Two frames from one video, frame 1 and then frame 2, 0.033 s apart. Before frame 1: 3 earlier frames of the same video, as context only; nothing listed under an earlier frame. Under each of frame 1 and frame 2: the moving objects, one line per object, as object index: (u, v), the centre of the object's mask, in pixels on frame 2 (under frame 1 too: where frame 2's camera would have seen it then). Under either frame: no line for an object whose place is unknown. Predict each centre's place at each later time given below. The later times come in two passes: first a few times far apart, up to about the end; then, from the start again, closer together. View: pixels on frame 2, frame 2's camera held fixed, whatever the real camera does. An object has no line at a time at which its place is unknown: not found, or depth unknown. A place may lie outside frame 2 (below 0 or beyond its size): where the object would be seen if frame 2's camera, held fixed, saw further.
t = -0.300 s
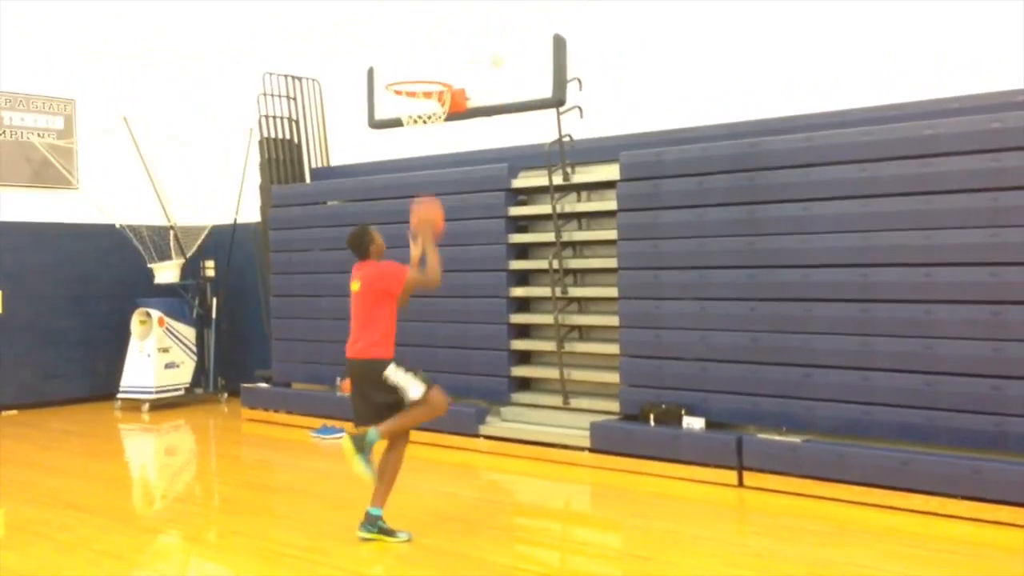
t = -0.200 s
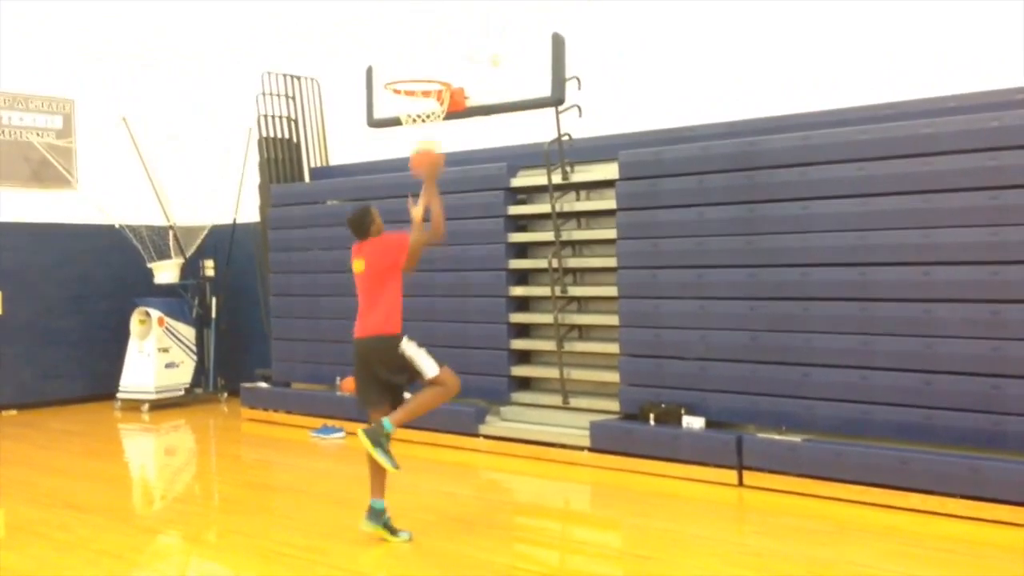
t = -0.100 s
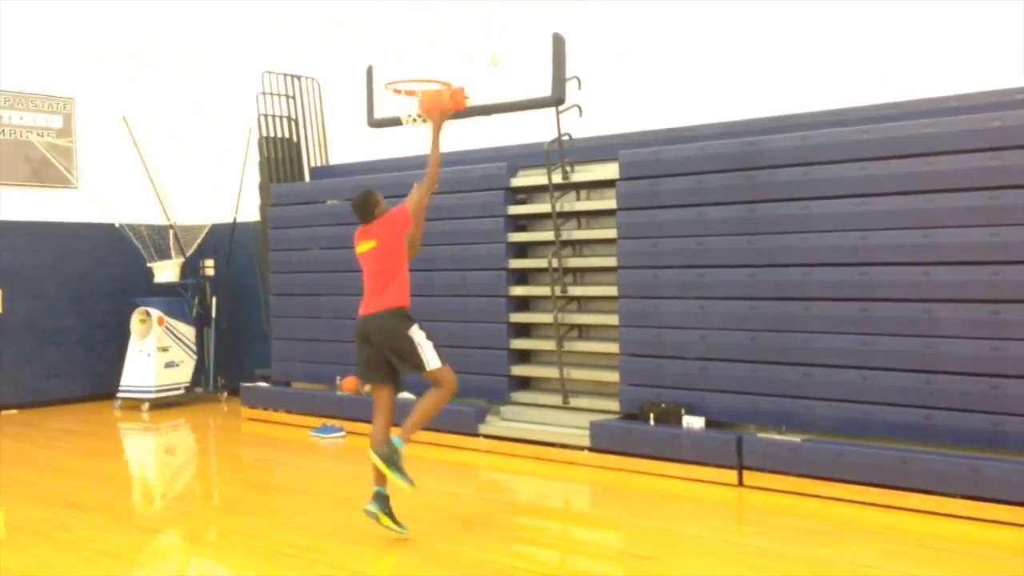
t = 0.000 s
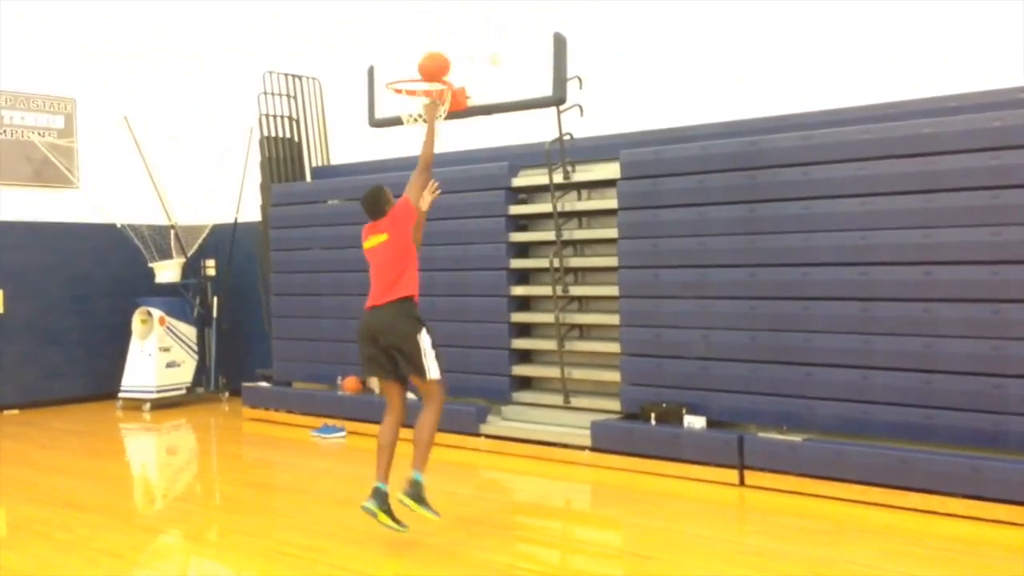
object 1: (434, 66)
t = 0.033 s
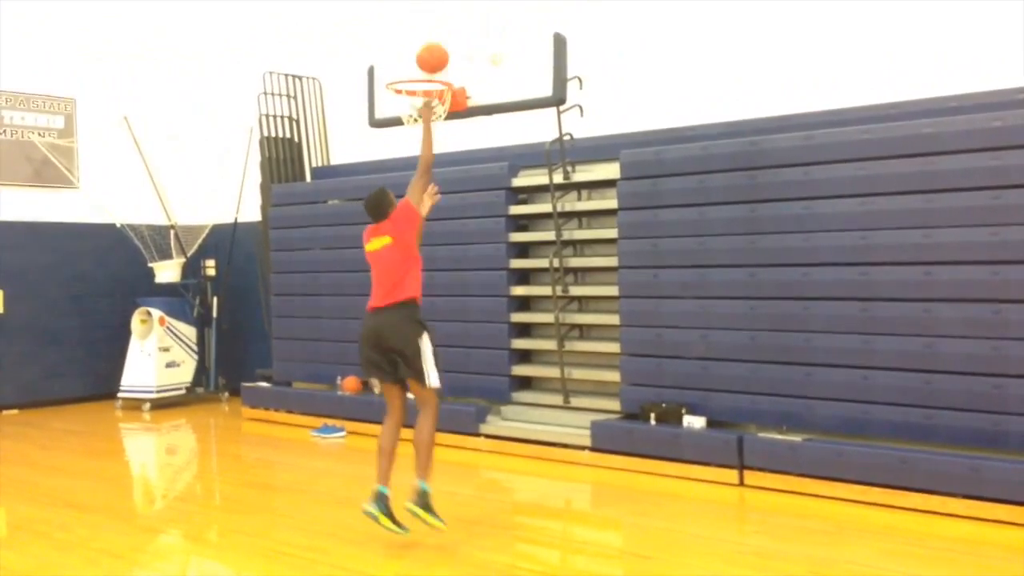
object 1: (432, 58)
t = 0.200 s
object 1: (424, 41)
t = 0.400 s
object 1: (416, 71)
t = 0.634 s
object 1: (424, 47)
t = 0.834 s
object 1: (430, 61)
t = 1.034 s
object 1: (419, 61)
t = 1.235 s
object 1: (408, 115)
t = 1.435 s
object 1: (410, 190)
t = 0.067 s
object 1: (430, 51)
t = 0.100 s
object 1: (428, 45)
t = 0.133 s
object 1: (427, 42)
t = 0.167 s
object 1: (425, 41)
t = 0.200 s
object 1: (424, 41)
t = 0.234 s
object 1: (423, 42)
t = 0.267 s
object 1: (421, 45)
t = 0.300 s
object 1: (419, 49)
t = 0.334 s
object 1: (418, 56)
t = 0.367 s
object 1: (417, 62)
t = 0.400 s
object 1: (416, 71)
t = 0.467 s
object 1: (417, 64)
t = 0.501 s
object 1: (419, 58)
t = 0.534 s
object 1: (420, 53)
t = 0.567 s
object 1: (422, 50)
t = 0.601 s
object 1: (423, 48)
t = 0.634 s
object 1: (424, 47)
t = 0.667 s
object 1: (426, 49)
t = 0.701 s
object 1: (428, 51)
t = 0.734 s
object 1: (429, 55)
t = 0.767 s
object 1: (431, 62)
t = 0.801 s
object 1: (432, 65)
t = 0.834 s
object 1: (430, 61)
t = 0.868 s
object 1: (428, 57)
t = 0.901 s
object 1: (426, 55)
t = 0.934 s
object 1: (424, 54)
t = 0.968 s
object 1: (423, 55)
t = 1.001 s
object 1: (421, 57)
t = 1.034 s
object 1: (419, 61)
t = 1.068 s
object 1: (417, 66)
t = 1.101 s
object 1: (416, 73)
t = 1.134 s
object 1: (413, 82)
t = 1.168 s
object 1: (411, 91)
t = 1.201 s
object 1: (411, 100)
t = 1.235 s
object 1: (408, 115)
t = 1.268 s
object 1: (409, 125)
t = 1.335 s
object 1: (409, 148)
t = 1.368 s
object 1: (410, 163)
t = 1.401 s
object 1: (409, 175)
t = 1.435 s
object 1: (410, 190)
